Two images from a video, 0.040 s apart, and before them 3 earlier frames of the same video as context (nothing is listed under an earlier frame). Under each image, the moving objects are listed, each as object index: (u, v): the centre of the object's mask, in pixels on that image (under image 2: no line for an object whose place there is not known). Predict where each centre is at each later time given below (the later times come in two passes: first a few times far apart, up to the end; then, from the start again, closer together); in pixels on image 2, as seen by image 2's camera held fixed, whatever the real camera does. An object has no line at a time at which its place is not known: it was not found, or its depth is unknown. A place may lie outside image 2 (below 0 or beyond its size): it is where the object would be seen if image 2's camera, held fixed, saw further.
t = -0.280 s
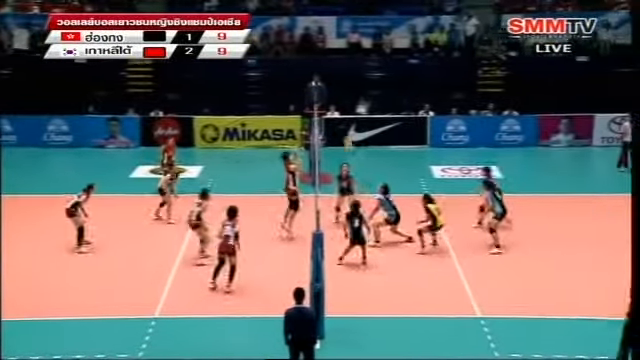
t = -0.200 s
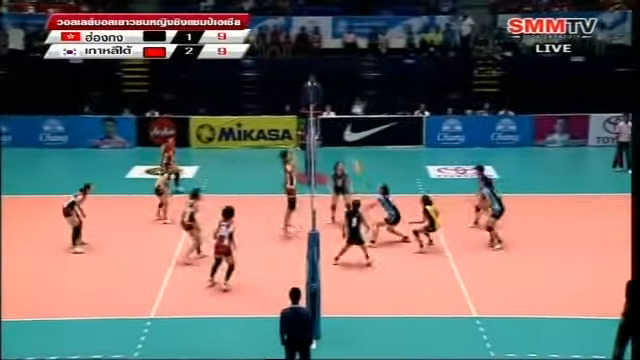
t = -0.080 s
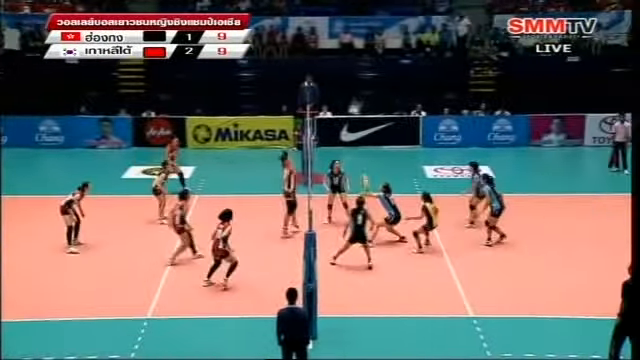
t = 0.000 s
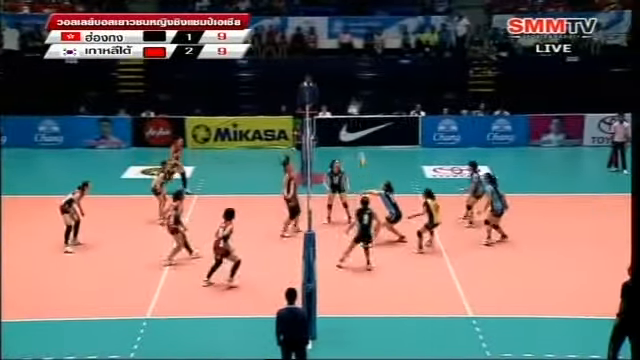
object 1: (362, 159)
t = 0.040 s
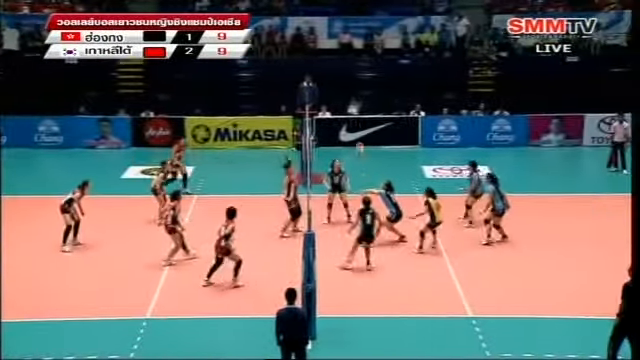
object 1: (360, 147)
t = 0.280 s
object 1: (351, 101)
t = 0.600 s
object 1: (340, 82)
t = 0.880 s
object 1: (330, 99)
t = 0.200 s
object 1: (353, 113)
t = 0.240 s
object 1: (352, 108)
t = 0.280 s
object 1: (351, 101)
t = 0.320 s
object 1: (349, 98)
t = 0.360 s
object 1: (348, 95)
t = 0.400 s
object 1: (346, 90)
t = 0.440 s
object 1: (346, 88)
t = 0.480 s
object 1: (344, 85)
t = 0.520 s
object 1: (342, 83)
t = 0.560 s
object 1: (341, 82)
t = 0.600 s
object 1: (340, 82)
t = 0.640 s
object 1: (338, 82)
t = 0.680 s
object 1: (337, 84)
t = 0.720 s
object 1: (335, 85)
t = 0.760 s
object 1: (334, 87)
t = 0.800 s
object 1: (332, 90)
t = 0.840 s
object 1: (331, 94)
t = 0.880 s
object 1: (330, 99)
